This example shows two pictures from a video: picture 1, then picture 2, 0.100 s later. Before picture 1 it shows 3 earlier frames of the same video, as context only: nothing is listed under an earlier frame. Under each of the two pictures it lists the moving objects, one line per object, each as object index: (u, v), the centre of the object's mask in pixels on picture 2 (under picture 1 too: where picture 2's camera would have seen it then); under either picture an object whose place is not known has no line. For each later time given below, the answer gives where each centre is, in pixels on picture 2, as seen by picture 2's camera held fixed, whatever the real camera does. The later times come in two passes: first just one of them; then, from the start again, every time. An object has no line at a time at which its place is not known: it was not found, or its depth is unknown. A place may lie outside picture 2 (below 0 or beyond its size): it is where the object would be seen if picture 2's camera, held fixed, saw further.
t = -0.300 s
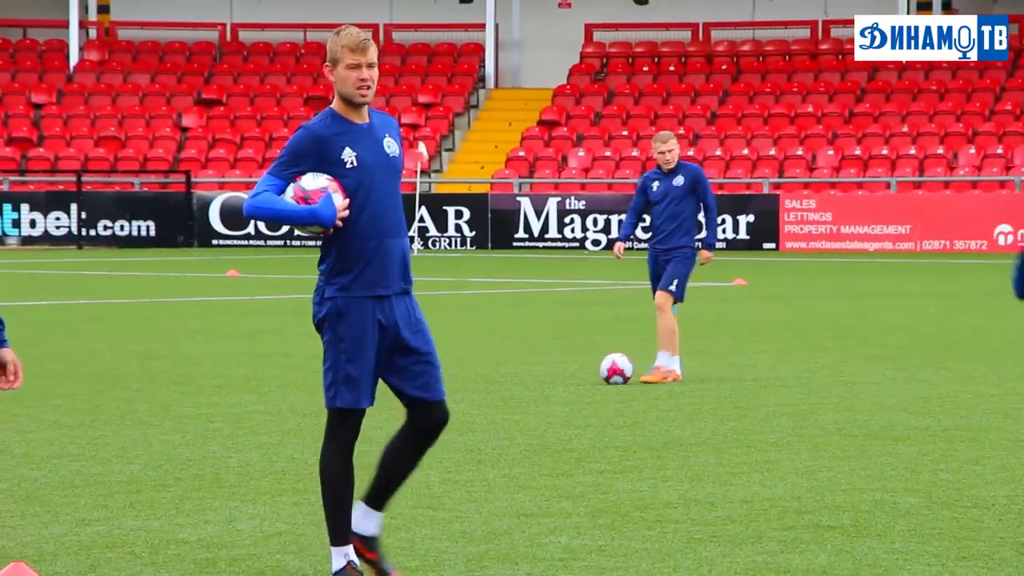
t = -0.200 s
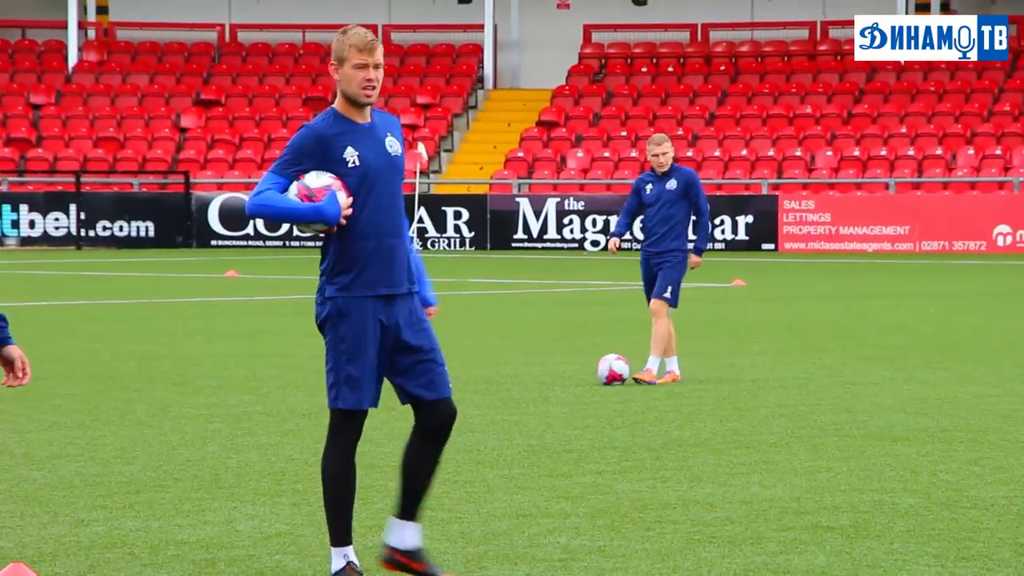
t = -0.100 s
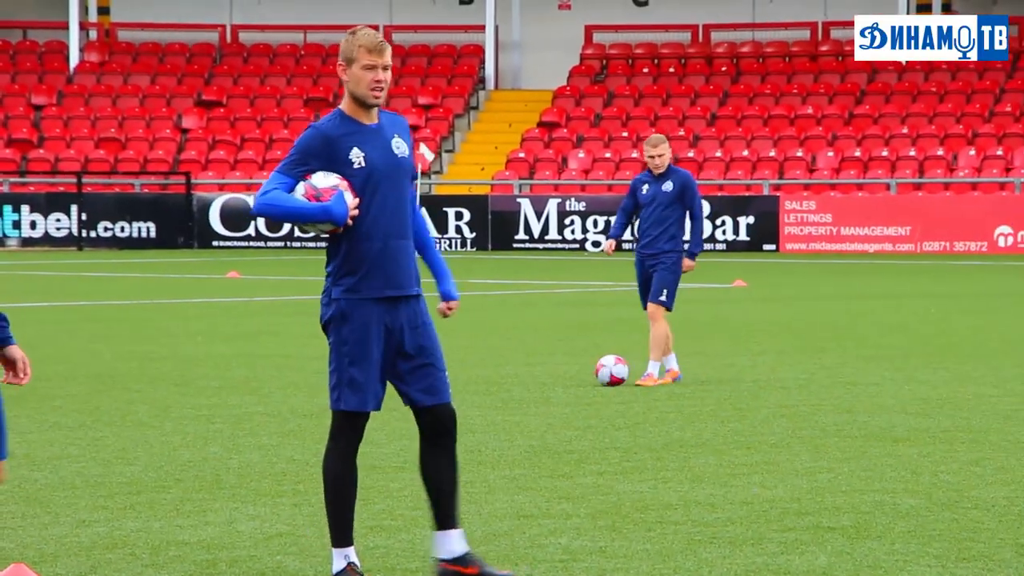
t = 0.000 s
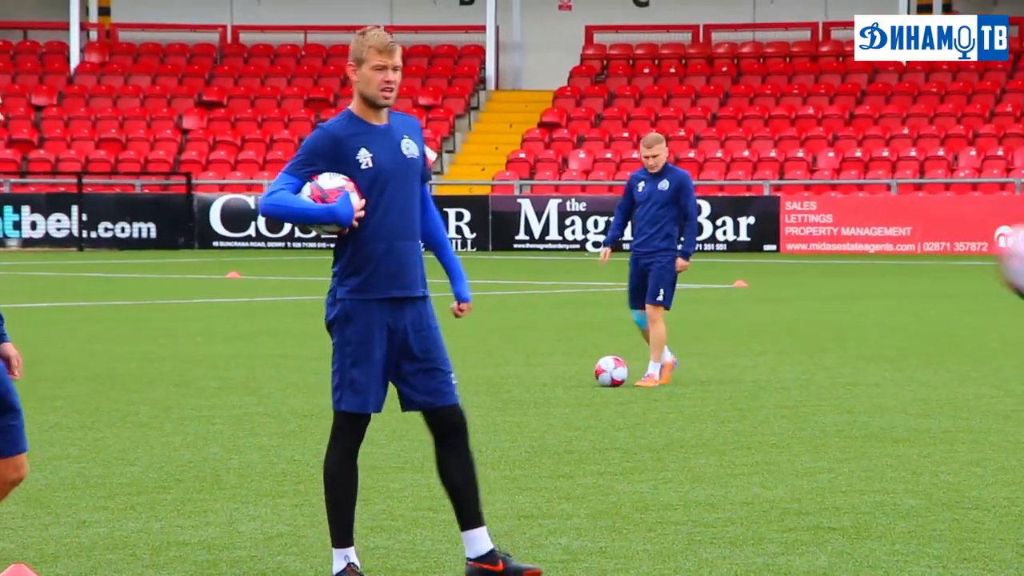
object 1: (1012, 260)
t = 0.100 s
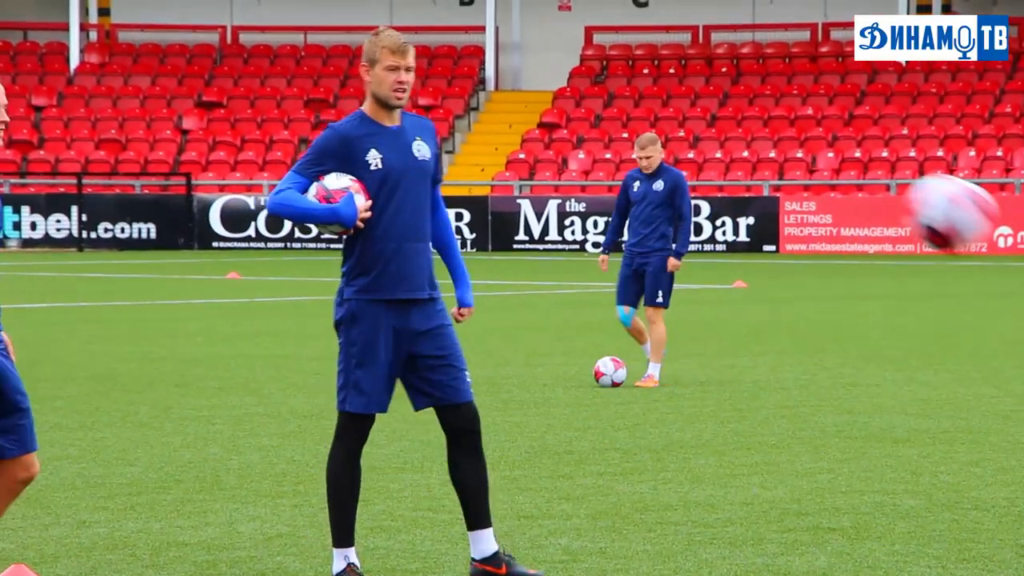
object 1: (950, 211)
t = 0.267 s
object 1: (802, 201)
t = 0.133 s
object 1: (919, 202)
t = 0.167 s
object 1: (890, 196)
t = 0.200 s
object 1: (860, 193)
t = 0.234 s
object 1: (831, 194)
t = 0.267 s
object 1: (802, 201)
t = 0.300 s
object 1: (776, 208)
